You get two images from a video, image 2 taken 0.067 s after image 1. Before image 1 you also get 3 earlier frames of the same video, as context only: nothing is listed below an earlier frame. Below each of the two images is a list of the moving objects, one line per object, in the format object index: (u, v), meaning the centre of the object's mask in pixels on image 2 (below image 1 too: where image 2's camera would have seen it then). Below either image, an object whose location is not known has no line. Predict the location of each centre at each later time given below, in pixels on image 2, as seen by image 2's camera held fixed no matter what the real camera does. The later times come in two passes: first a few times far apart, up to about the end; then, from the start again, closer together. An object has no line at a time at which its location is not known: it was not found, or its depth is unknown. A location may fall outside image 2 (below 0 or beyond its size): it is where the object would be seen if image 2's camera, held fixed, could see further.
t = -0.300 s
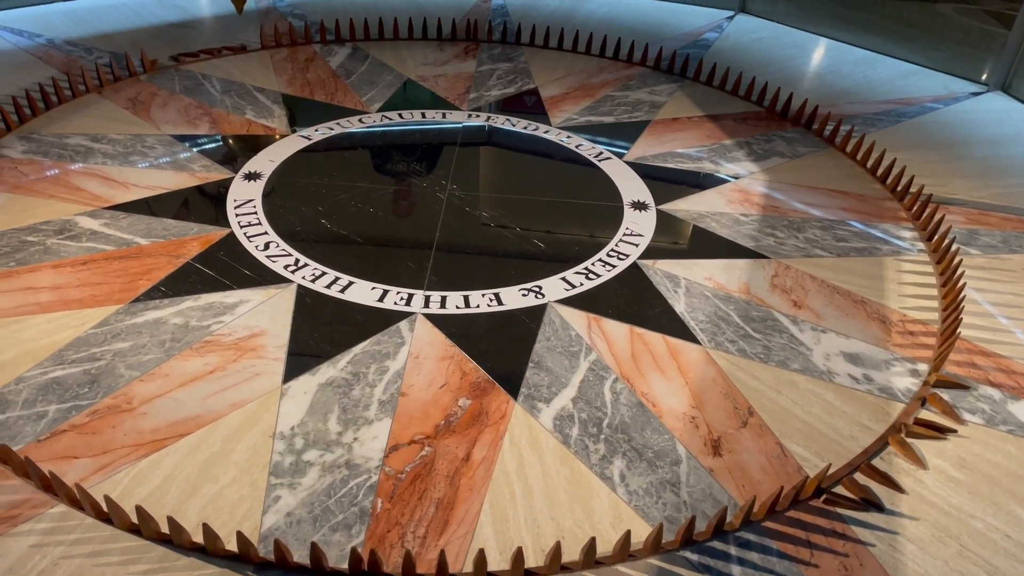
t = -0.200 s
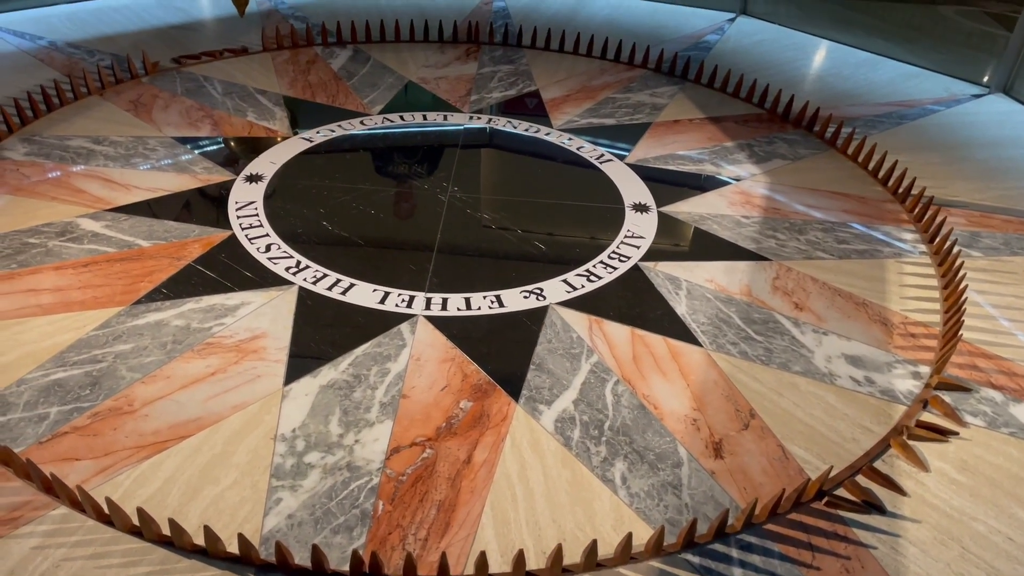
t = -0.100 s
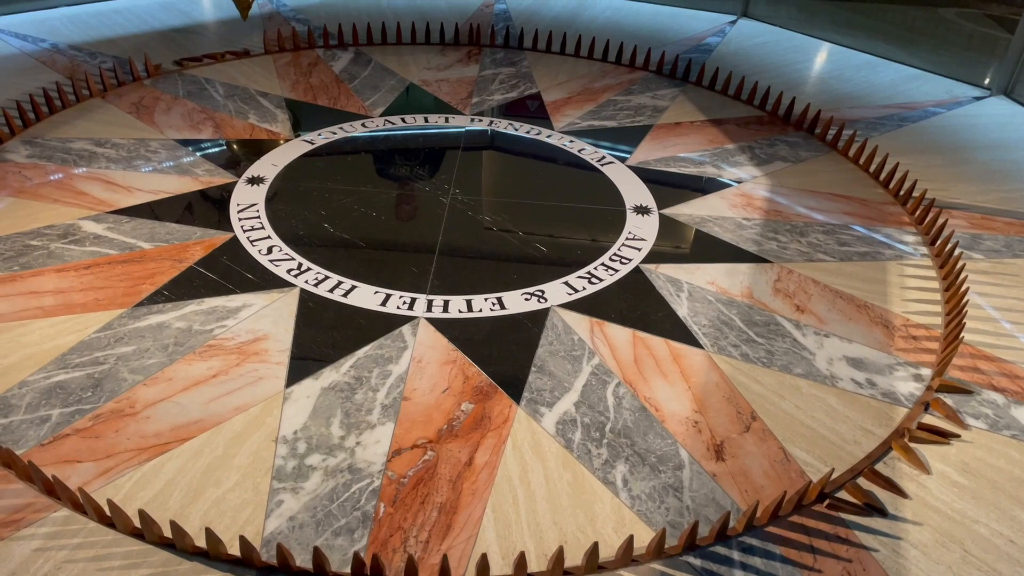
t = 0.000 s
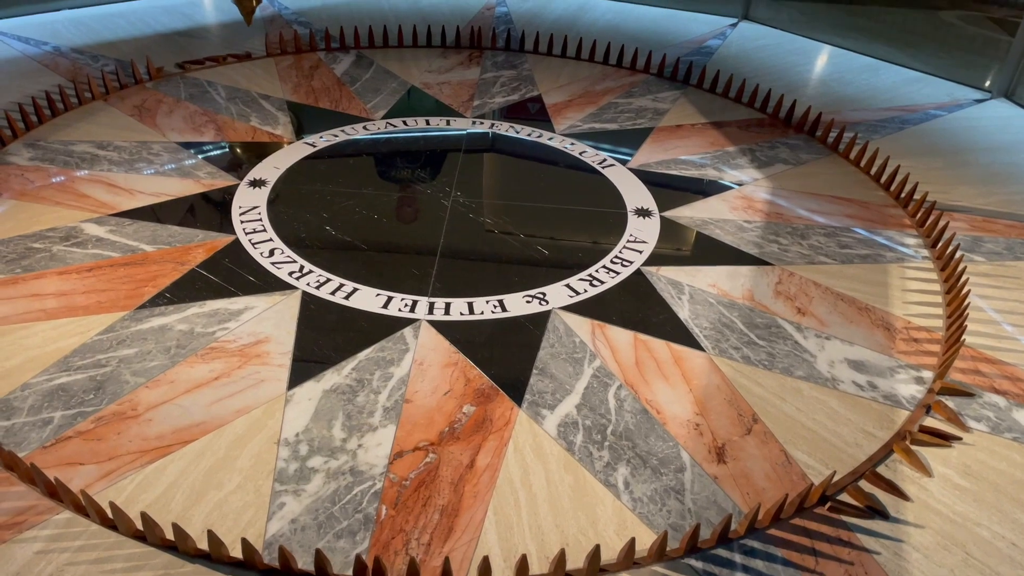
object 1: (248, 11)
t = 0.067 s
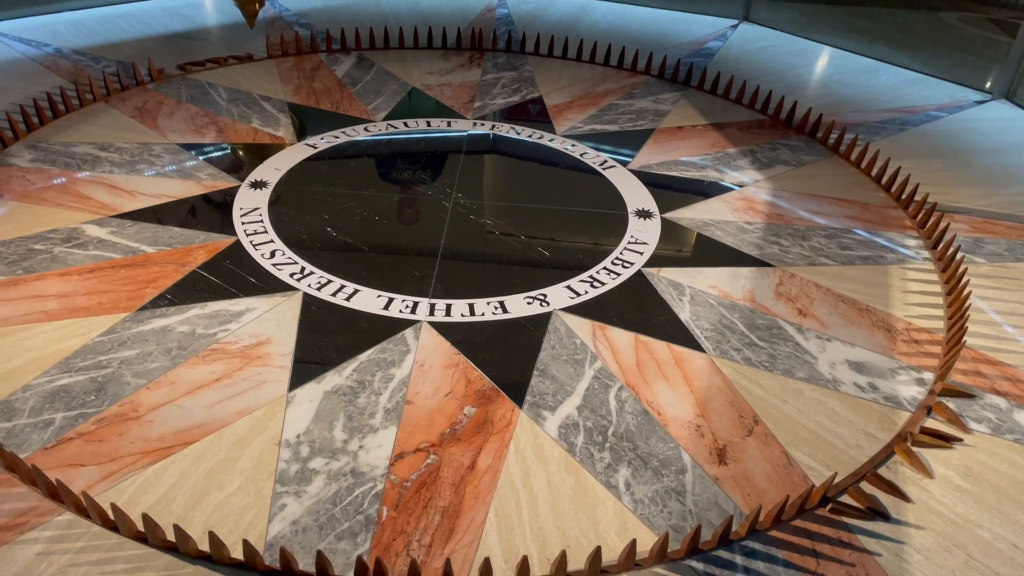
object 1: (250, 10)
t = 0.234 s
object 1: (255, 8)
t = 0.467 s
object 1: (267, 9)
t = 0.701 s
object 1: (283, 14)
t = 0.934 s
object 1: (304, 19)
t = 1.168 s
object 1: (332, 32)
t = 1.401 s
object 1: (366, 49)
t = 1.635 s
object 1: (406, 73)
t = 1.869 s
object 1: (452, 101)
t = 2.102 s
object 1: (506, 132)
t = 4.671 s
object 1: (915, 344)
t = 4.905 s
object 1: (844, 313)
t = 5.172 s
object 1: (756, 268)
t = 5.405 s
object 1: (680, 230)
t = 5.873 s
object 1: (548, 156)
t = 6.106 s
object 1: (491, 122)
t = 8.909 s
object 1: (244, -37)
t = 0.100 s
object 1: (251, 10)
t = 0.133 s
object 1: (252, 9)
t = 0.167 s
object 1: (253, 9)
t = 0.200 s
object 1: (254, 9)
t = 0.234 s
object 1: (255, 8)
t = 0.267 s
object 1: (257, 8)
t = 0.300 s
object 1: (258, 8)
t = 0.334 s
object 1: (260, 8)
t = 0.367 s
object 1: (261, 9)
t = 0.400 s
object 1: (263, 9)
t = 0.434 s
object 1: (265, 9)
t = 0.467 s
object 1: (267, 9)
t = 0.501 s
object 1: (269, 10)
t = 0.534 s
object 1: (271, 12)
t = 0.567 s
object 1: (273, 13)
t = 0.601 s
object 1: (275, 13)
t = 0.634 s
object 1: (278, 13)
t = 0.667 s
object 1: (280, 15)
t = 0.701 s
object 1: (283, 14)
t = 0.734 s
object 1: (286, 14)
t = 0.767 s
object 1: (288, 14)
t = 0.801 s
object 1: (291, 16)
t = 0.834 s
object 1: (294, 17)
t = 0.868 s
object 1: (297, 17)
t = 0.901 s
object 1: (301, 17)
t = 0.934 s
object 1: (304, 19)
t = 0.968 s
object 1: (308, 21)
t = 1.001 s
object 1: (311, 23)
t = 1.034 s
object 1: (315, 23)
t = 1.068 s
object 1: (319, 25)
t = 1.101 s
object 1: (323, 27)
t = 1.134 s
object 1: (327, 30)
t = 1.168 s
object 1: (332, 32)
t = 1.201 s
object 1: (336, 34)
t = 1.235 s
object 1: (341, 37)
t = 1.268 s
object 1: (344, 39)
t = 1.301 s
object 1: (350, 41)
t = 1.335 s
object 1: (354, 44)
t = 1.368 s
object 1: (360, 47)
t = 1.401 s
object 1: (366, 49)
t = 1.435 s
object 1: (372, 53)
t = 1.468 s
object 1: (377, 56)
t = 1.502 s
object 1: (383, 59)
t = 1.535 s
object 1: (388, 62)
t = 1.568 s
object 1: (393, 66)
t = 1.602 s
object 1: (399, 69)
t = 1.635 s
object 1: (406, 73)
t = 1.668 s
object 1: (412, 77)
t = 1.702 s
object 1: (419, 81)
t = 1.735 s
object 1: (425, 84)
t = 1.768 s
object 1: (432, 88)
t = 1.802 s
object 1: (438, 92)
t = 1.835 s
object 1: (445, 97)
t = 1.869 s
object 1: (452, 101)
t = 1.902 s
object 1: (459, 105)
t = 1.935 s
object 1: (466, 110)
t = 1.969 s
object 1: (474, 114)
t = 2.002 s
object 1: (482, 118)
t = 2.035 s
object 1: (489, 123)
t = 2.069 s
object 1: (497, 127)
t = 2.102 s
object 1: (506, 132)
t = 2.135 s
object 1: (513, 137)
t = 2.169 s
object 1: (522, 142)
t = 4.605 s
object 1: (933, 352)
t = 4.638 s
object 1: (924, 348)
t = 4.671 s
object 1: (915, 344)
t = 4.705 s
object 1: (904, 340)
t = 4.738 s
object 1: (895, 336)
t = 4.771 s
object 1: (884, 331)
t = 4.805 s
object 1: (874, 328)
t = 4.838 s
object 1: (865, 322)
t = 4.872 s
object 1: (855, 318)
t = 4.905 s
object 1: (844, 313)
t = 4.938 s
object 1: (832, 307)
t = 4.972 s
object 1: (822, 302)
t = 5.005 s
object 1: (812, 296)
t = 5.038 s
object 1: (800, 290)
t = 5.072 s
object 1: (789, 285)
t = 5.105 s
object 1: (778, 279)
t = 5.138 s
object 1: (766, 274)
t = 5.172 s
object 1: (756, 268)
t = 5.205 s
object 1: (744, 262)
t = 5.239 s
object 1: (733, 256)
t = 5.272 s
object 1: (723, 251)
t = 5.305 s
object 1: (711, 248)
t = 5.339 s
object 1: (701, 241)
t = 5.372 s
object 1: (691, 235)
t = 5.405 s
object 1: (680, 230)
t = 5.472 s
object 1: (661, 219)
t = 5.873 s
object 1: (548, 156)
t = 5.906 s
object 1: (540, 151)
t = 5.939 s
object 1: (531, 146)
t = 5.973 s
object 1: (523, 141)
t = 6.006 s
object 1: (514, 136)
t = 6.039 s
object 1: (506, 131)
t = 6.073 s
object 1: (499, 127)
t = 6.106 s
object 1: (491, 122)
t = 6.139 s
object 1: (483, 118)
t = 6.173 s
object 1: (475, 113)
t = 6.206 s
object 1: (468, 109)
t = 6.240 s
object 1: (461, 104)
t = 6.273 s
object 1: (453, 100)
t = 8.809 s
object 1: (240, -40)
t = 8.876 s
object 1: (242, -38)
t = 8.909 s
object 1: (244, -37)
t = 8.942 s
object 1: (245, -36)
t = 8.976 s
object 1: (247, -35)
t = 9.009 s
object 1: (248, -33)
